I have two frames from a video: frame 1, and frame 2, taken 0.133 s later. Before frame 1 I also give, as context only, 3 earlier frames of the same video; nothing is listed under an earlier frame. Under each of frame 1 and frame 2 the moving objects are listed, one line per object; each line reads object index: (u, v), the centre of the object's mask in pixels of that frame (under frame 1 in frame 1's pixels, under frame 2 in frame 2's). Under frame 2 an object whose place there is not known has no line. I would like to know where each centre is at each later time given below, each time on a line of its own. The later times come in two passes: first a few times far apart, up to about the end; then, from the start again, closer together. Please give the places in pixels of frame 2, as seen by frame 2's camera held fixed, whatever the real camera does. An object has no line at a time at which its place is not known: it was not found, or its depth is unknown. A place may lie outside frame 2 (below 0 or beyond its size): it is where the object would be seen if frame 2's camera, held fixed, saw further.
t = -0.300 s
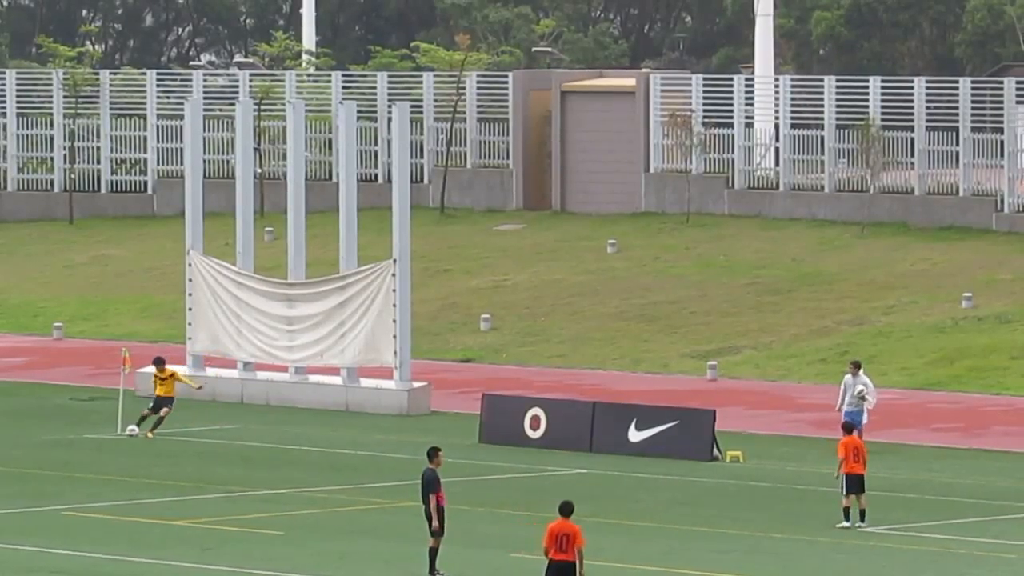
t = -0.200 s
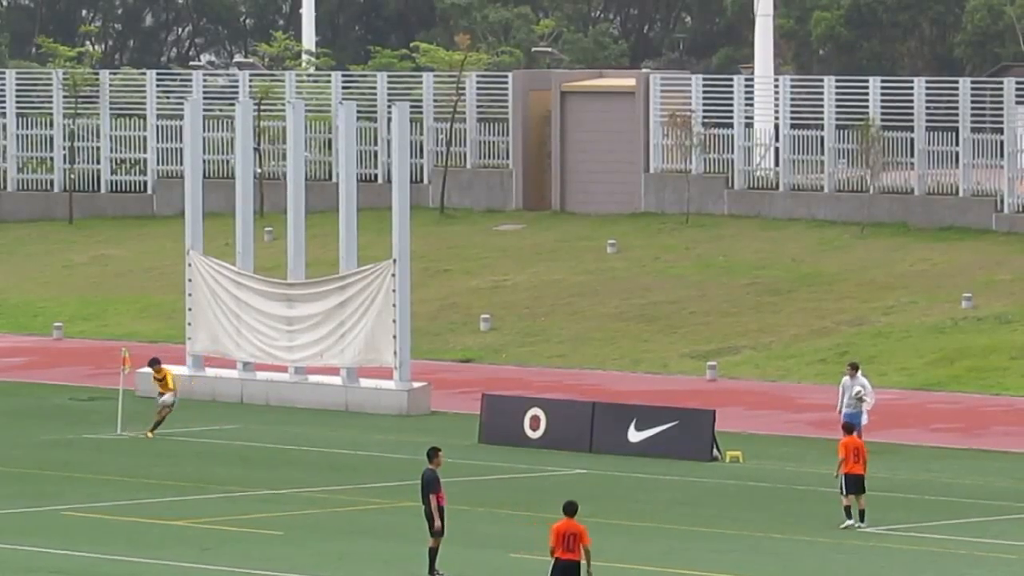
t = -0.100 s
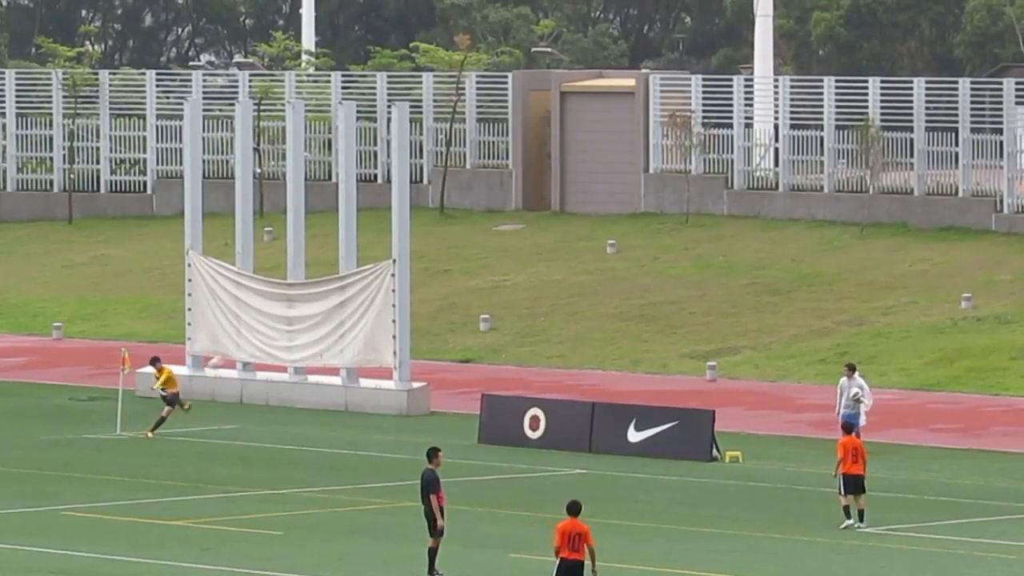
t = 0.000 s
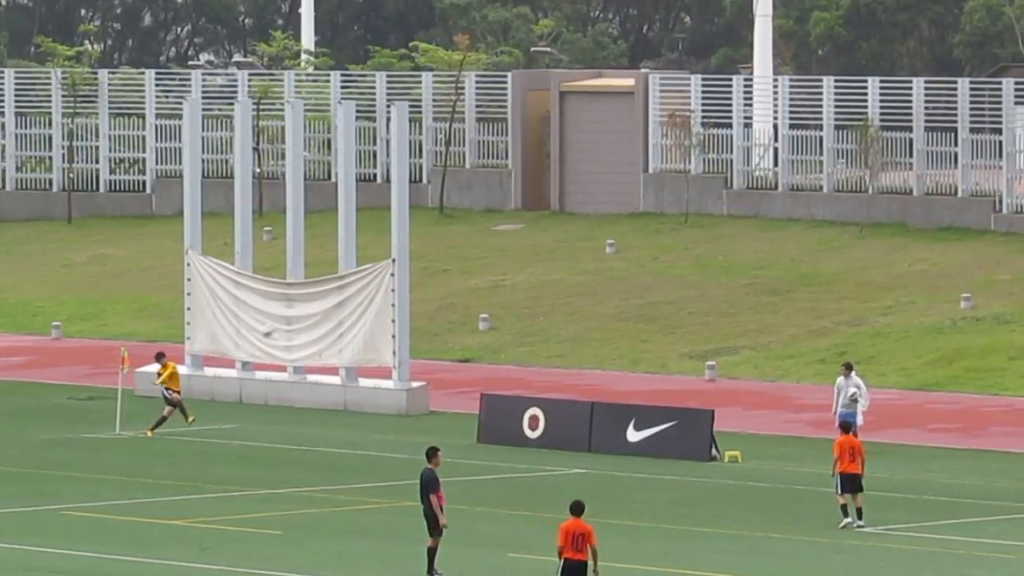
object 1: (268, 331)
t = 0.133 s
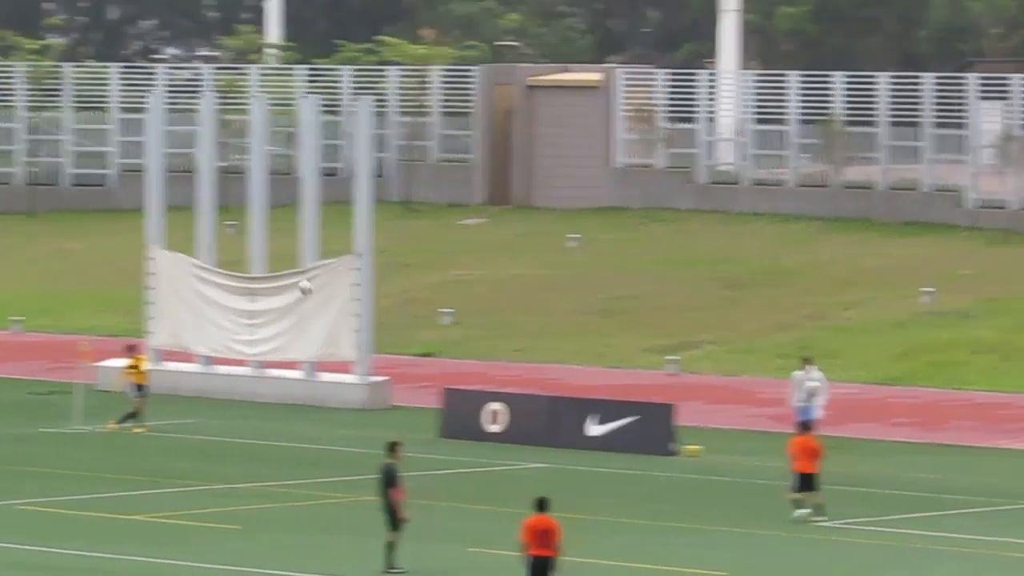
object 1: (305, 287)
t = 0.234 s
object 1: (366, 263)
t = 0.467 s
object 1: (520, 225)
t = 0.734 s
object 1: (711, 210)
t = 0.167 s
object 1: (324, 278)
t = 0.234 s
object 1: (366, 263)
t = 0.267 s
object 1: (388, 256)
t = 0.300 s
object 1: (409, 250)
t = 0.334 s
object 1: (431, 244)
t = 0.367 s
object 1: (452, 237)
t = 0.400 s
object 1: (475, 234)
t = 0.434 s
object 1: (498, 229)
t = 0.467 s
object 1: (520, 225)
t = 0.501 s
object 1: (542, 221)
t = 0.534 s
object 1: (565, 217)
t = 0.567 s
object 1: (589, 215)
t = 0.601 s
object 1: (613, 214)
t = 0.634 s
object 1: (636, 212)
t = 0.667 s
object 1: (661, 211)
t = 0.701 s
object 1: (685, 209)
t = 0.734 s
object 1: (711, 210)
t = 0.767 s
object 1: (736, 210)
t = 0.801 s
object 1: (761, 211)
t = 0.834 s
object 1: (787, 212)
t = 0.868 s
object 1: (812, 213)
